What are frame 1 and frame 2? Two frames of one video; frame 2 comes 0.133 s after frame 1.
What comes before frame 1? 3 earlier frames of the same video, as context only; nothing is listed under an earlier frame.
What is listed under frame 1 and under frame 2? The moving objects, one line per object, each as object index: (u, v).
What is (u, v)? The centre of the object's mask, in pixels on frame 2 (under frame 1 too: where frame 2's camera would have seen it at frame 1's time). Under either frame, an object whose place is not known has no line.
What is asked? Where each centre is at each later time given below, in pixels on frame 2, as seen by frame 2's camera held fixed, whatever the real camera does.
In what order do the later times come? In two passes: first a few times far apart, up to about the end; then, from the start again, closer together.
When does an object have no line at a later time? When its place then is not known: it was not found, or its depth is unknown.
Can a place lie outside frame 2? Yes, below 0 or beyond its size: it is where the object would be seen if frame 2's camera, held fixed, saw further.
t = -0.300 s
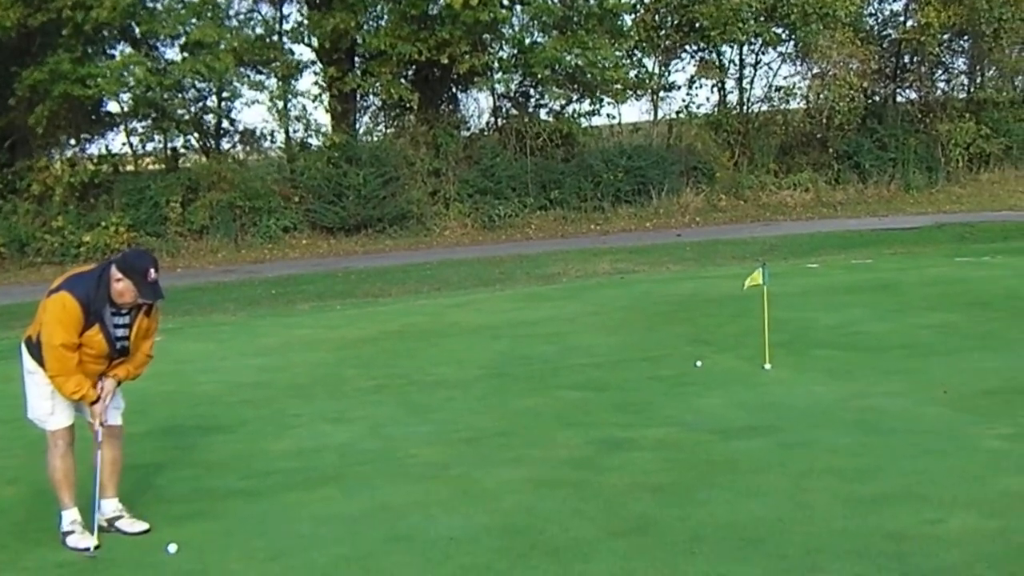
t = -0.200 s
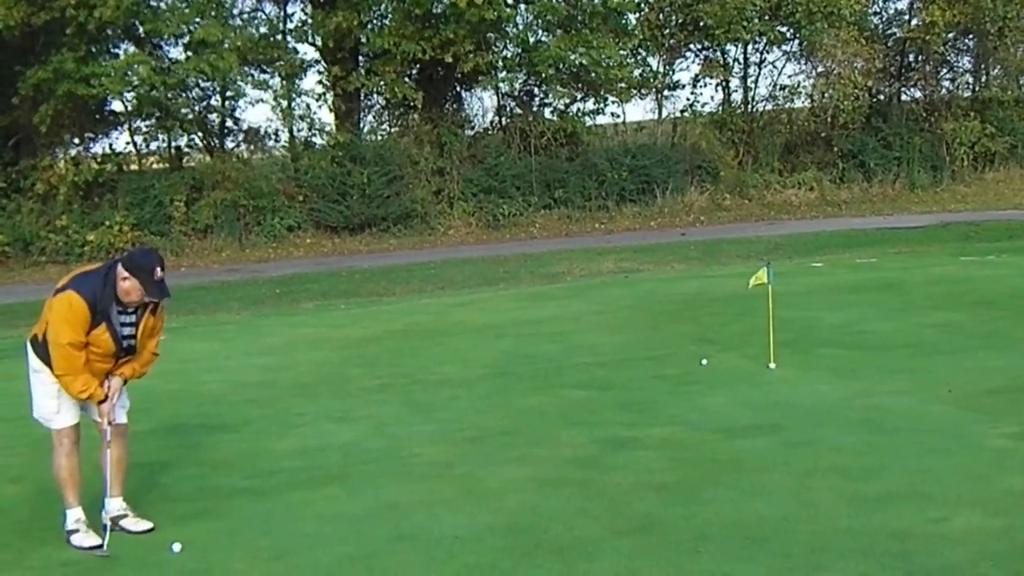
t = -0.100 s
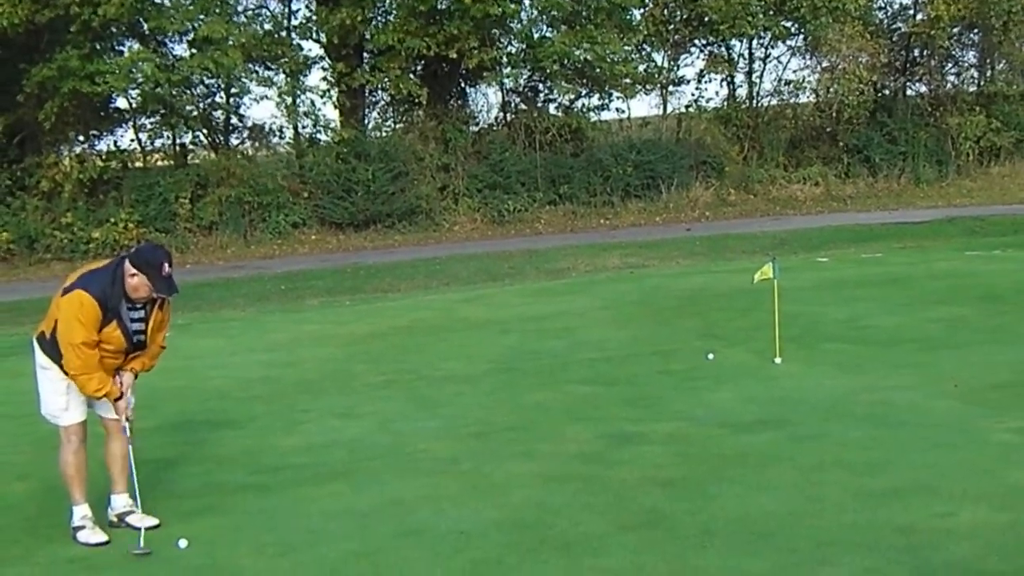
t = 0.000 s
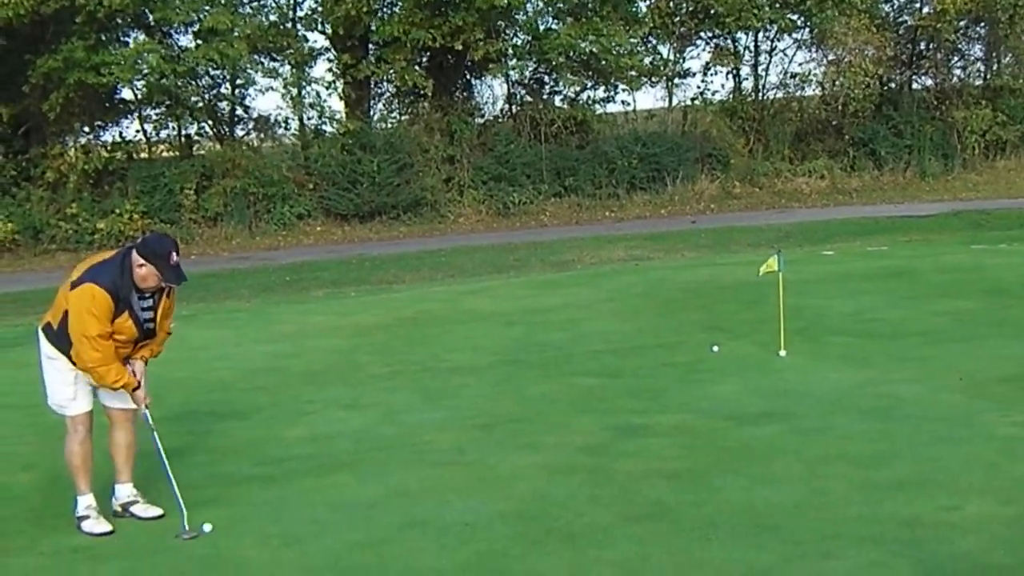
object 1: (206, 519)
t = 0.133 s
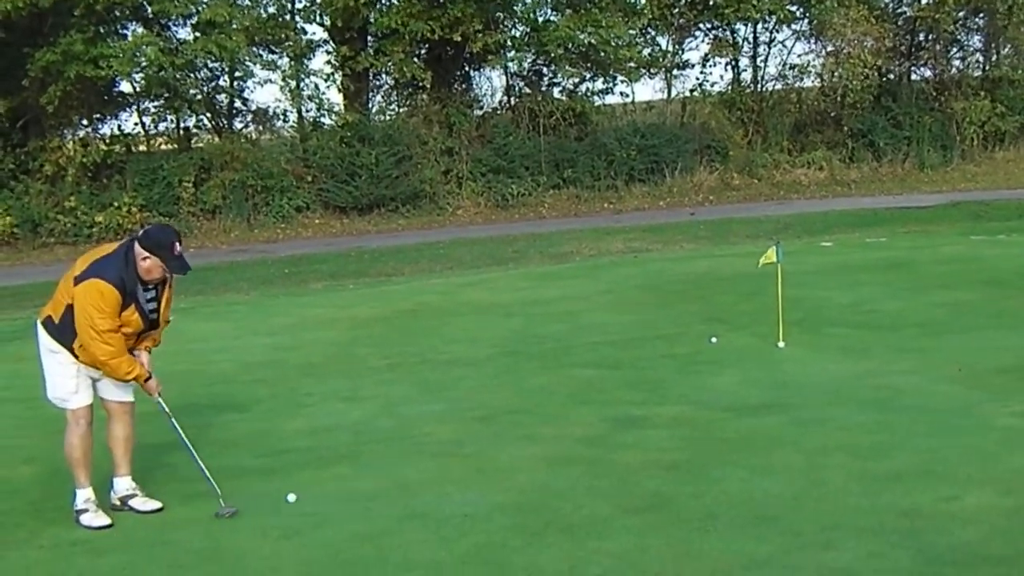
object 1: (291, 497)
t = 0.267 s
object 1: (354, 480)
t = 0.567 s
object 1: (462, 450)
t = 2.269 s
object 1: (765, 362)
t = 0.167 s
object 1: (310, 493)
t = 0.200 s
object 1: (325, 489)
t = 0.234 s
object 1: (340, 484)
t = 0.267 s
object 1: (354, 480)
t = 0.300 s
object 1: (368, 476)
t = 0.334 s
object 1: (380, 473)
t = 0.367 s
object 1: (393, 469)
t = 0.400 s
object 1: (405, 466)
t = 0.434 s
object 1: (418, 463)
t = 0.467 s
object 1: (429, 459)
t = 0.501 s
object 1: (441, 456)
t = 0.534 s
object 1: (452, 453)
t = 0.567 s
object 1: (462, 450)
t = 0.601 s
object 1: (473, 447)
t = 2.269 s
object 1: (765, 362)
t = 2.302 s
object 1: (769, 361)
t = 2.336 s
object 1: (773, 360)
